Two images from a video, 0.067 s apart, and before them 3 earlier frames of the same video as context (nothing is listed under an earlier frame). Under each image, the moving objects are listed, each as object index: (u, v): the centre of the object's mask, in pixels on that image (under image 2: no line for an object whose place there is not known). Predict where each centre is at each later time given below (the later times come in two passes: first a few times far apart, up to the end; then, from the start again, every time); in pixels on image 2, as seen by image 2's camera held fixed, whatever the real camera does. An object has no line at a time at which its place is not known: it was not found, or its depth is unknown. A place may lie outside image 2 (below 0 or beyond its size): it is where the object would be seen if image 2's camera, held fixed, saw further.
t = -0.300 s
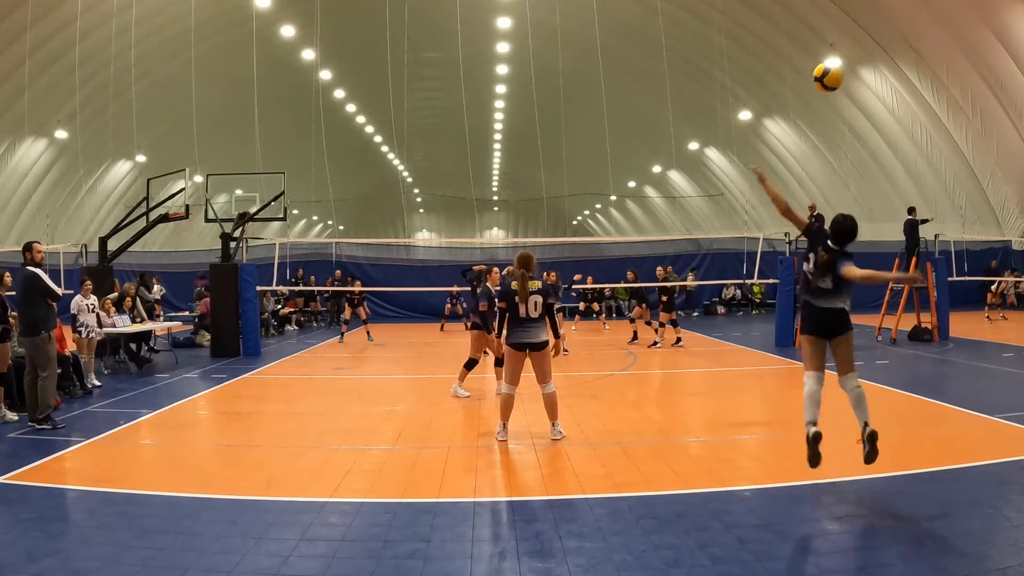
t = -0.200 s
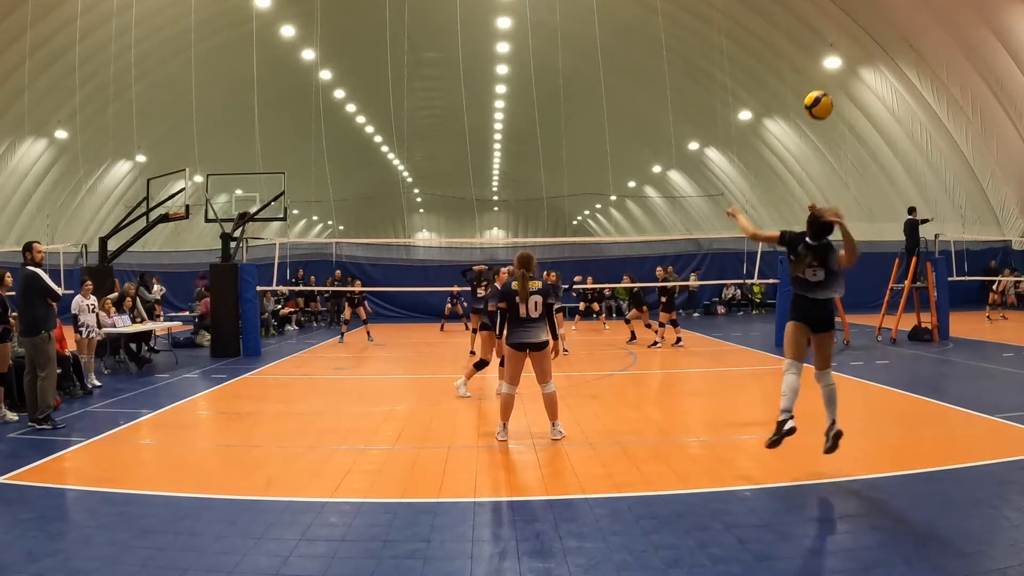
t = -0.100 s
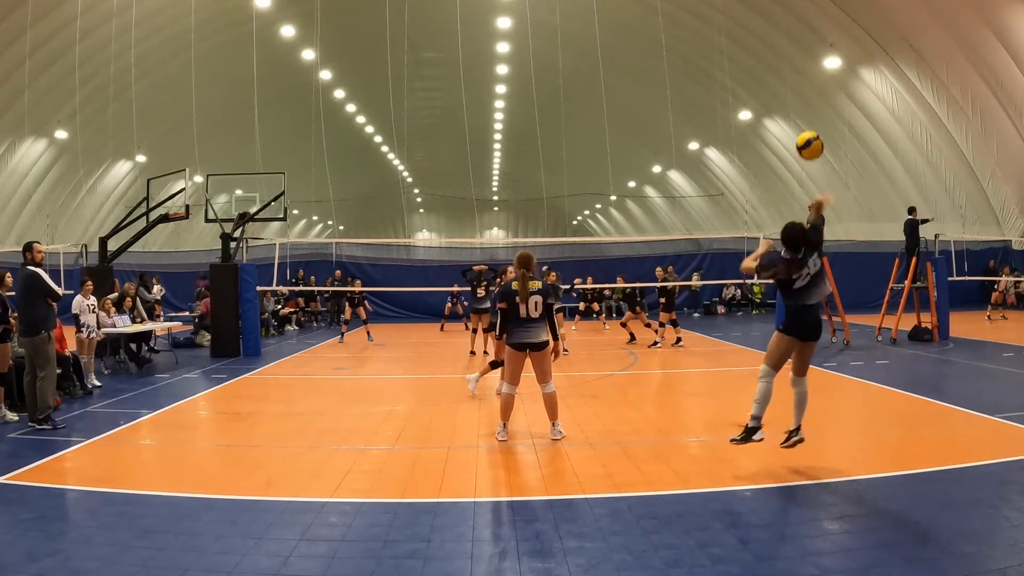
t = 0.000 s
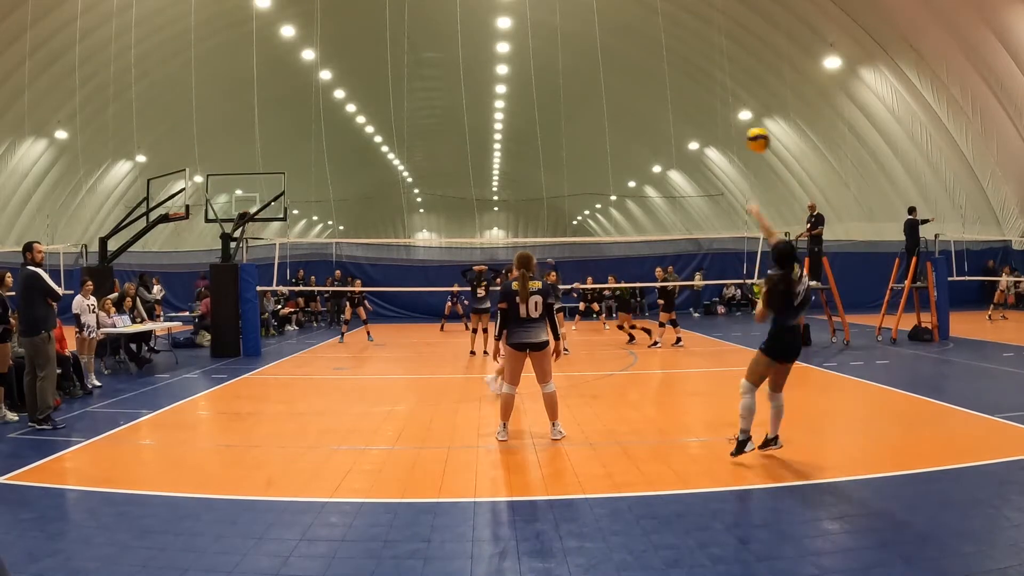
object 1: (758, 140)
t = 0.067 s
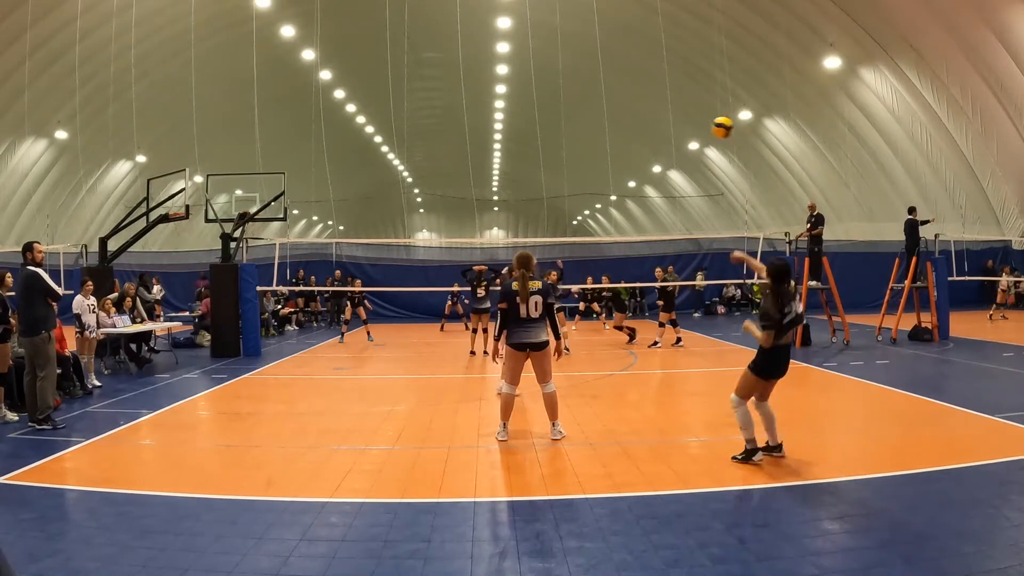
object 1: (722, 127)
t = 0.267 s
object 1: (654, 125)
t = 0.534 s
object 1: (604, 164)
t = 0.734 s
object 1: (581, 204)
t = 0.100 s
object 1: (708, 124)
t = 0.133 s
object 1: (695, 122)
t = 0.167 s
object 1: (683, 121)
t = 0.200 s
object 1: (672, 122)
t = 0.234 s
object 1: (663, 123)
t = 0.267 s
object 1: (654, 125)
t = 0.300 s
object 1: (646, 128)
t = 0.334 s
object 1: (638, 132)
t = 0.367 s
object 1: (631, 136)
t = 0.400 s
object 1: (625, 141)
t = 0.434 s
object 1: (619, 146)
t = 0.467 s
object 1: (614, 151)
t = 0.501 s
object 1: (609, 158)
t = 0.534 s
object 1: (604, 164)
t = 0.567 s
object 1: (599, 170)
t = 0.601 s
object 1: (595, 177)
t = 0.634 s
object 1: (591, 183)
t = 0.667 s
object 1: (588, 190)
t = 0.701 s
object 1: (584, 197)
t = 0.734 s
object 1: (581, 204)
